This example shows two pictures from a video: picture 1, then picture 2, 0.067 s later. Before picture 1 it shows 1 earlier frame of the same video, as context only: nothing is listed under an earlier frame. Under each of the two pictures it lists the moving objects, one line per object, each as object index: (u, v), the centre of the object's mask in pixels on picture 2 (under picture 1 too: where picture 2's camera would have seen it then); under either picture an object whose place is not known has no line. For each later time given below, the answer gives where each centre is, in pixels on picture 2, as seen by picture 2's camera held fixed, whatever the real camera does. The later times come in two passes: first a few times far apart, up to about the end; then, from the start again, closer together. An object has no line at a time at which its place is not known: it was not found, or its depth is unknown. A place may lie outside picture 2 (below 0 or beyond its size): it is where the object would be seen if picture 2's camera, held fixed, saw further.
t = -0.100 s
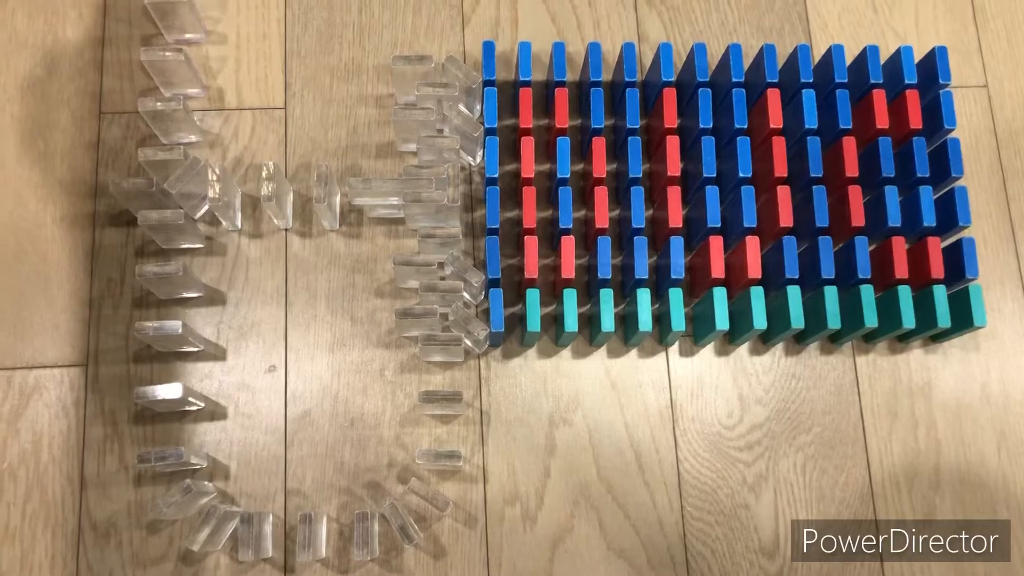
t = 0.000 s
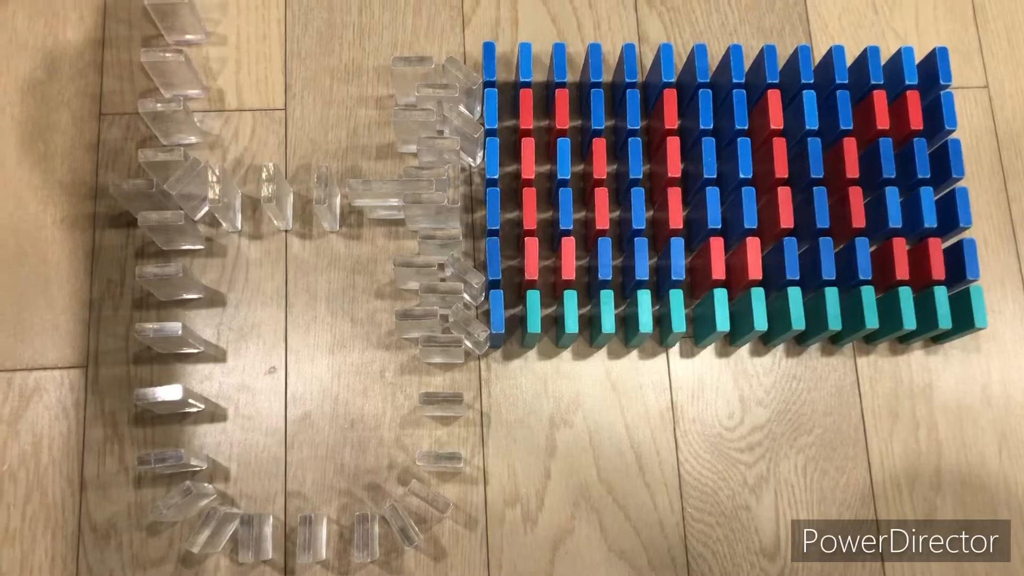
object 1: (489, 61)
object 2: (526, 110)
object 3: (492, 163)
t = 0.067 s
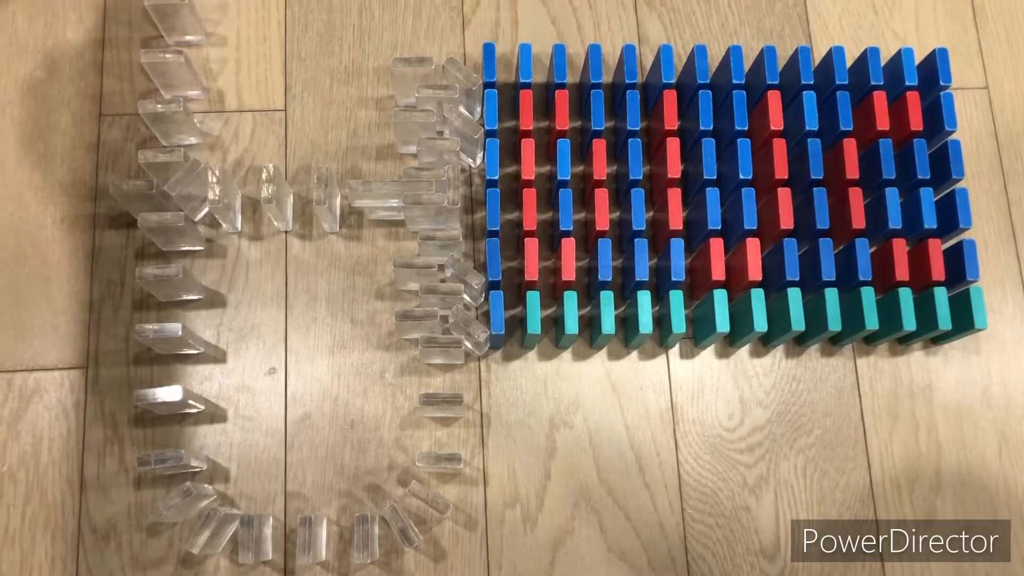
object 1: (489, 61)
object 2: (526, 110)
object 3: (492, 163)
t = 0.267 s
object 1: (489, 61)
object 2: (526, 110)
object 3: (492, 163)
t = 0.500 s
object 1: (489, 61)
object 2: (526, 110)
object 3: (492, 163)
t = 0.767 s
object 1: (489, 61)
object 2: (526, 110)
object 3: (492, 163)
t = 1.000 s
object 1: (489, 61)
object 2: (526, 110)
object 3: (513, 163)
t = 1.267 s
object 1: (489, 61)
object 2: (526, 110)
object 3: (528, 170)
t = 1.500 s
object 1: (491, 61)
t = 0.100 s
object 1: (489, 61)
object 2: (526, 110)
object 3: (492, 163)
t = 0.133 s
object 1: (489, 61)
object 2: (526, 110)
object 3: (492, 163)
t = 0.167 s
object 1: (489, 61)
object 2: (526, 110)
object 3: (492, 163)
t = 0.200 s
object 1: (489, 61)
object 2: (526, 110)
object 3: (492, 163)
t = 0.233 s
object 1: (489, 61)
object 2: (526, 110)
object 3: (492, 163)
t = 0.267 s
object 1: (489, 61)
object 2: (526, 110)
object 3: (492, 163)
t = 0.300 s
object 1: (489, 61)
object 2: (526, 110)
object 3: (492, 163)
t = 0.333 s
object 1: (489, 61)
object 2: (526, 110)
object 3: (492, 163)
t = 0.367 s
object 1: (489, 61)
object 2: (526, 110)
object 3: (492, 163)
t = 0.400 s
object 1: (489, 61)
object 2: (526, 110)
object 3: (492, 163)
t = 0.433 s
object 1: (489, 61)
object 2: (526, 110)
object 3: (492, 163)
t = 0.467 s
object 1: (489, 61)
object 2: (526, 110)
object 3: (492, 163)
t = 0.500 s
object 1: (489, 61)
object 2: (526, 110)
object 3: (492, 163)
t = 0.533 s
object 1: (490, 61)
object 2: (526, 110)
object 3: (492, 163)
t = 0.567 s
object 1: (489, 61)
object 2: (526, 110)
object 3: (492, 163)
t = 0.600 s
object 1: (489, 61)
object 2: (526, 110)
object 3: (492, 163)
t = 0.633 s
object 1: (489, 61)
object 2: (526, 110)
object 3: (492, 163)
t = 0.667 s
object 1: (489, 61)
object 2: (526, 110)
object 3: (492, 163)
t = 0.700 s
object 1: (489, 61)
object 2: (526, 110)
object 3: (492, 163)
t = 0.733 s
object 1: (489, 61)
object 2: (526, 110)
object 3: (492, 163)
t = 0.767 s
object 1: (489, 61)
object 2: (526, 110)
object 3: (492, 163)
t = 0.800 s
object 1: (489, 61)
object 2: (526, 110)
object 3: (492, 163)
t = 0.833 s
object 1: (489, 61)
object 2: (526, 110)
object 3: (492, 163)
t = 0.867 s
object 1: (489, 61)
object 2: (526, 110)
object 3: (492, 163)
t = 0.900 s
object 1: (489, 61)
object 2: (526, 110)
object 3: (492, 162)
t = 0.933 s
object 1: (489, 61)
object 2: (526, 110)
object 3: (500, 162)
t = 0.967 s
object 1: (489, 61)
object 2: (526, 110)
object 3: (508, 161)
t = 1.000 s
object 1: (489, 61)
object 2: (526, 110)
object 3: (513, 163)
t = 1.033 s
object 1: (489, 61)
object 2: (526, 110)
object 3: (519, 165)
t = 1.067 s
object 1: (489, 61)
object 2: (526, 110)
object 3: (524, 167)
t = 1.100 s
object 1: (489, 61)
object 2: (526, 110)
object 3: (528, 170)
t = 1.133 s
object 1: (489, 61)
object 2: (526, 110)
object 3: (527, 169)
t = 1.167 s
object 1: (489, 61)
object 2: (526, 110)
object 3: (527, 169)
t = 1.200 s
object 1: (489, 61)
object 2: (526, 110)
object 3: (528, 169)
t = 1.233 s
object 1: (489, 61)
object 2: (526, 110)
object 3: (528, 170)
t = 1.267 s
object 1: (489, 61)
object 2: (526, 110)
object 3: (528, 170)
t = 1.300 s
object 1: (489, 61)
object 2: (525, 120)
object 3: (528, 170)
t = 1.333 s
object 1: (489, 61)
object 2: (525, 120)
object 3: (528, 170)
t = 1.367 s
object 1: (489, 61)
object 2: (525, 120)
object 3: (528, 170)
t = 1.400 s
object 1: (489, 61)
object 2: (525, 120)
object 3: (528, 170)
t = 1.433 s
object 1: (489, 61)
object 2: (525, 121)
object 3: (528, 170)
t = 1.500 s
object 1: (491, 61)
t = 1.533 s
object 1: (497, 60)
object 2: (525, 121)
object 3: (528, 170)
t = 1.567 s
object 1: (511, 57)
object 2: (533, 120)
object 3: (528, 170)
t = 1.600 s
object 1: (525, 61)
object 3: (528, 170)
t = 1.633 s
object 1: (534, 68)
